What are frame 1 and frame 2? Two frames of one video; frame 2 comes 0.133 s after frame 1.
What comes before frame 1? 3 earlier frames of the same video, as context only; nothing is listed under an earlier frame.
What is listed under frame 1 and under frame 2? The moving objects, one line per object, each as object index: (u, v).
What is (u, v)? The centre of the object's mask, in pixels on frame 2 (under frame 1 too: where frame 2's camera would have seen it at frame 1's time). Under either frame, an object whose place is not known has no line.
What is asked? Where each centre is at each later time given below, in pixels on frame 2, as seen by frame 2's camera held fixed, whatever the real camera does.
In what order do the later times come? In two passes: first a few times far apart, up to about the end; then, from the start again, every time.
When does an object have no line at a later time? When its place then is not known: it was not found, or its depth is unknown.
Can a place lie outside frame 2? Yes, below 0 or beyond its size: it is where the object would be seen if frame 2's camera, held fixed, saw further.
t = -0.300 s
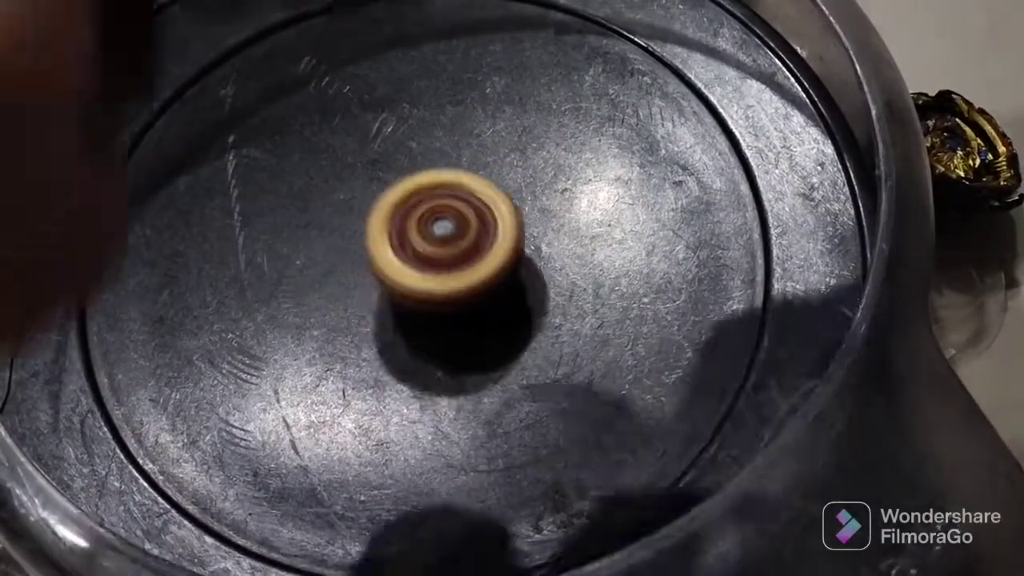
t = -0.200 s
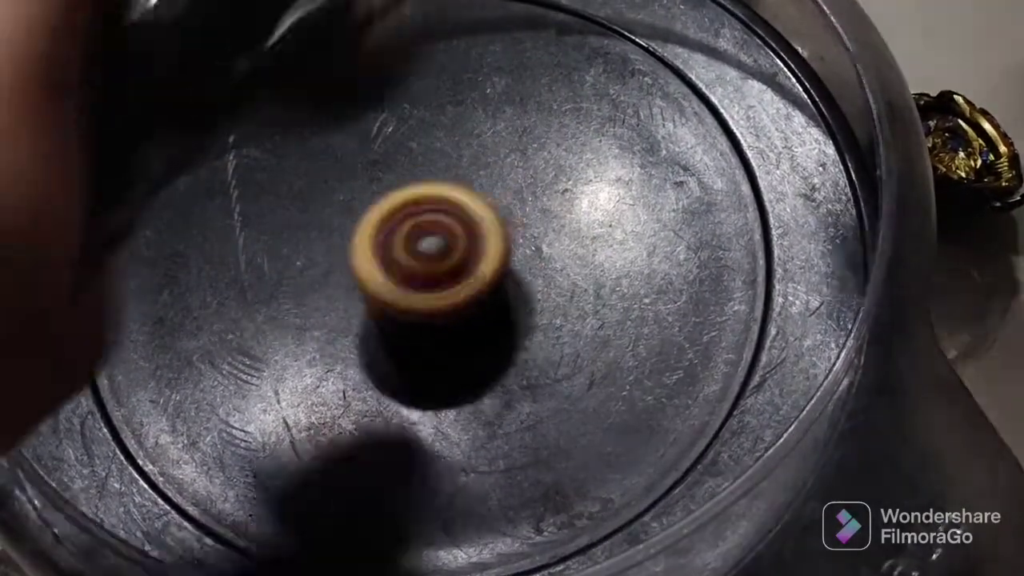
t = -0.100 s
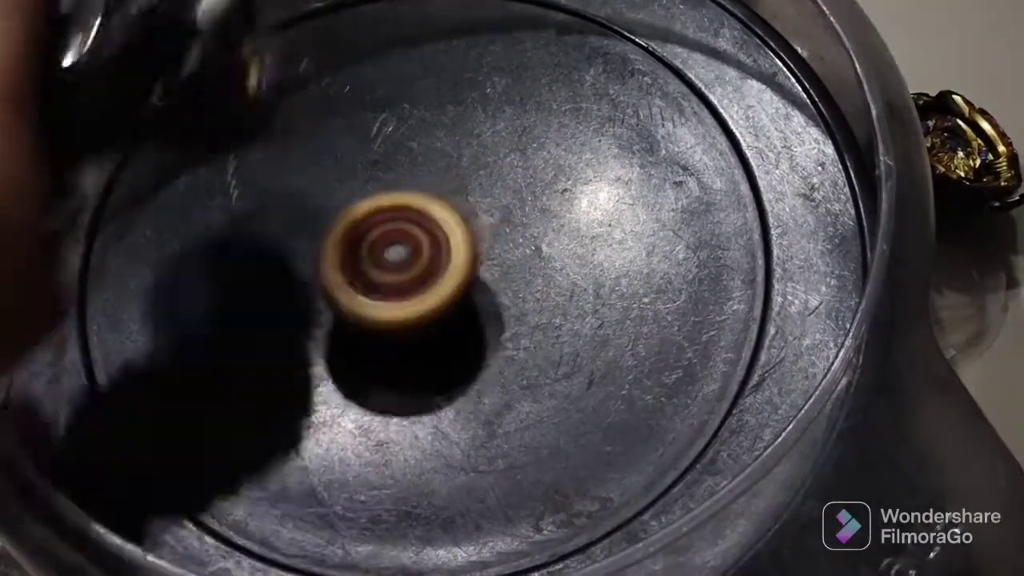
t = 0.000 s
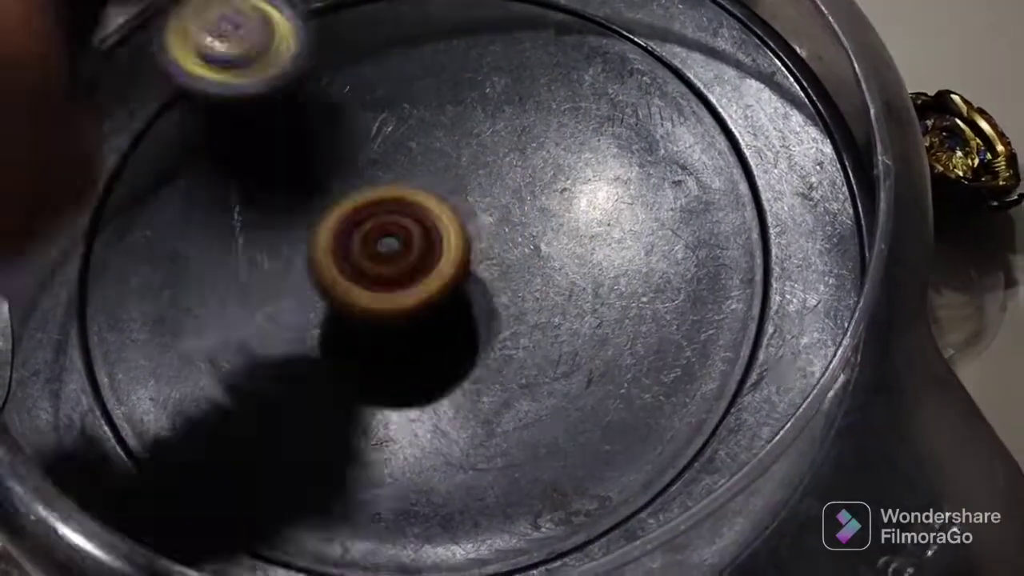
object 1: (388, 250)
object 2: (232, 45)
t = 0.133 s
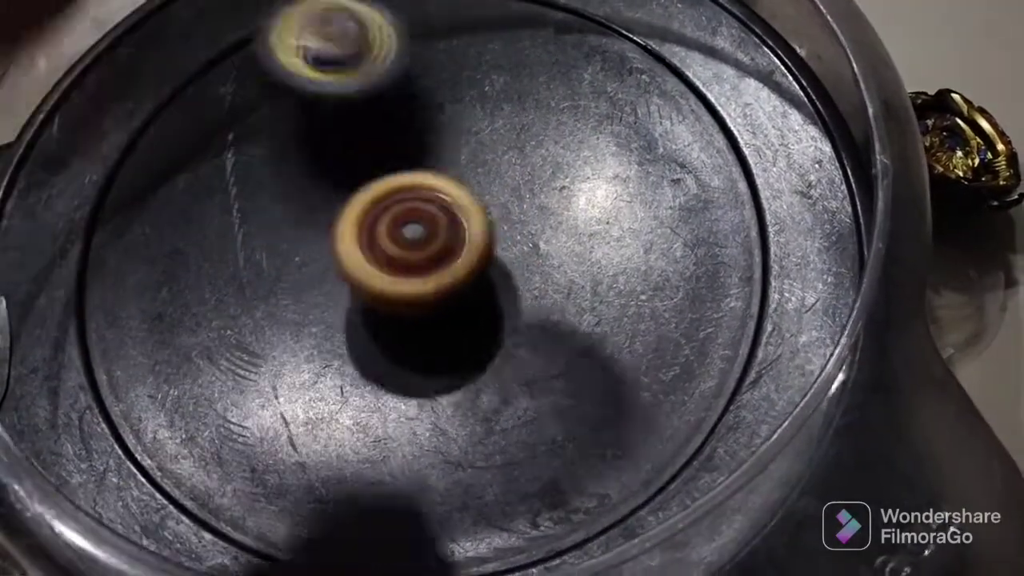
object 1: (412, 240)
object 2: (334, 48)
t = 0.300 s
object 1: (424, 277)
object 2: (466, 105)
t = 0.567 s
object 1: (431, 278)
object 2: (545, 145)
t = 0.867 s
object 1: (393, 302)
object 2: (497, 153)
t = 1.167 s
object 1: (417, 277)
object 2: (451, 95)
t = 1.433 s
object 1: (403, 242)
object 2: (464, 83)
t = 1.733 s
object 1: (372, 267)
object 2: (504, 136)
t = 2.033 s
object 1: (384, 245)
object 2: (573, 145)
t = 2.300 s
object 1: (340, 255)
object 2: (545, 163)
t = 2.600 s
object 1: (385, 273)
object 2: (576, 206)
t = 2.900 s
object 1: (318, 276)
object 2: (603, 177)
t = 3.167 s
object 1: (306, 266)
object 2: (531, 226)
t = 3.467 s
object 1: (337, 250)
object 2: (528, 285)
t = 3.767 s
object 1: (359, 185)
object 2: (502, 307)
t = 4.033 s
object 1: (380, 173)
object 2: (471, 316)
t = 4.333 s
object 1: (444, 164)
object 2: (431, 319)
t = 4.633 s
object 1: (463, 160)
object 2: (396, 300)
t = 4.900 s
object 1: (507, 150)
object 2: (314, 290)
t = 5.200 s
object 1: (489, 188)
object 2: (295, 251)
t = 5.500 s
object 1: (511, 254)
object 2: (272, 207)
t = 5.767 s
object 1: (498, 279)
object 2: (298, 197)
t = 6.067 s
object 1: (445, 302)
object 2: (356, 177)
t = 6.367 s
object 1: (416, 320)
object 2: (408, 131)
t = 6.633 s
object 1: (394, 283)
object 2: (443, 131)
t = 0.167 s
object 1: (418, 242)
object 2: (361, 60)
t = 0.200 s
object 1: (424, 241)
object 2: (388, 79)
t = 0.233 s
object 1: (428, 243)
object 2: (416, 100)
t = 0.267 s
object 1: (427, 260)
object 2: (443, 105)
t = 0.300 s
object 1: (424, 277)
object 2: (466, 105)
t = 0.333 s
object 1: (420, 288)
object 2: (488, 107)
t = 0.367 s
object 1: (415, 292)
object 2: (506, 111)
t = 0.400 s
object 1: (415, 289)
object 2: (520, 116)
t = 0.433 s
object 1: (419, 285)
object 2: (530, 120)
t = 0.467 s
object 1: (425, 280)
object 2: (535, 129)
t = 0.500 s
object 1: (429, 277)
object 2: (537, 135)
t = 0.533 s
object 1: (438, 275)
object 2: (537, 143)
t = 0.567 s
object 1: (431, 278)
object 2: (545, 145)
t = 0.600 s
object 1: (417, 282)
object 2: (554, 142)
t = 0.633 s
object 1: (403, 285)
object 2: (558, 139)
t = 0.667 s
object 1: (392, 287)
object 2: (559, 137)
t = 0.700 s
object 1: (386, 290)
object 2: (557, 138)
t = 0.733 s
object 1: (383, 293)
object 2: (550, 140)
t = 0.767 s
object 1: (382, 298)
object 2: (540, 142)
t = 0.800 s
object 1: (384, 302)
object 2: (525, 146)
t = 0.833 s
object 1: (387, 302)
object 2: (510, 151)
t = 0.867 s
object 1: (393, 302)
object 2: (497, 153)
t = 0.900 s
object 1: (401, 298)
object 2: (482, 156)
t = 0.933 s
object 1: (399, 301)
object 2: (467, 152)
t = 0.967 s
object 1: (393, 306)
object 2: (459, 143)
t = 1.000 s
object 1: (388, 308)
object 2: (453, 133)
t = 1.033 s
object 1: (388, 306)
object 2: (451, 126)
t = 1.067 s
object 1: (392, 299)
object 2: (450, 116)
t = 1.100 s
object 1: (399, 293)
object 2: (449, 109)
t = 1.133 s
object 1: (407, 285)
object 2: (450, 101)
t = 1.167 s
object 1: (417, 277)
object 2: (451, 95)
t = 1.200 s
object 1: (427, 270)
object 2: (454, 90)
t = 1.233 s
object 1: (436, 266)
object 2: (455, 86)
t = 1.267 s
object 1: (440, 264)
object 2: (458, 83)
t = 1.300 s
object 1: (438, 261)
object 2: (460, 79)
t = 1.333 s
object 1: (432, 254)
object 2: (461, 78)
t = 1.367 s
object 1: (422, 248)
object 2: (462, 78)
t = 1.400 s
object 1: (412, 244)
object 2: (464, 80)
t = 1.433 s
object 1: (403, 242)
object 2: (464, 83)
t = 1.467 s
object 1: (396, 243)
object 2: (464, 87)
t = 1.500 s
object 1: (390, 247)
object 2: (465, 92)
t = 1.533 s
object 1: (385, 253)
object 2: (468, 98)
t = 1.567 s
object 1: (381, 259)
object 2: (470, 103)
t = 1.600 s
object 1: (377, 265)
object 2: (475, 109)
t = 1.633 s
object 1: (374, 270)
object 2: (480, 117)
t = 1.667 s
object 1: (371, 272)
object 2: (485, 124)
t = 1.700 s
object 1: (371, 271)
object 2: (494, 129)
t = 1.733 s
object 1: (372, 267)
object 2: (504, 136)
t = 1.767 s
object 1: (375, 261)
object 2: (512, 142)
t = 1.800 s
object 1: (381, 253)
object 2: (522, 147)
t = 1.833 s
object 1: (388, 246)
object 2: (532, 151)
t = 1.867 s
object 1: (394, 239)
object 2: (539, 154)
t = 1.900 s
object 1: (391, 237)
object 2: (553, 153)
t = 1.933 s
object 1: (389, 237)
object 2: (565, 151)
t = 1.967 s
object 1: (387, 239)
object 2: (571, 148)
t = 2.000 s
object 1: (386, 242)
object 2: (573, 146)
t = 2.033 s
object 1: (384, 245)
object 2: (573, 145)
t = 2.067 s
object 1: (383, 249)
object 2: (566, 141)
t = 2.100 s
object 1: (381, 251)
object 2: (560, 143)
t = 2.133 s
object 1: (380, 252)
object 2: (550, 144)
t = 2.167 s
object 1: (379, 253)
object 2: (543, 146)
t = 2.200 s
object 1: (379, 252)
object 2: (533, 151)
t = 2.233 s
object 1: (378, 249)
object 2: (526, 158)
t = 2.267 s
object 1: (361, 249)
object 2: (533, 162)
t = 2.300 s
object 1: (340, 255)
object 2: (545, 163)
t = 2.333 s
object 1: (328, 257)
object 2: (555, 169)
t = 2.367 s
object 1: (323, 259)
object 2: (560, 174)
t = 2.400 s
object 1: (325, 261)
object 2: (562, 180)
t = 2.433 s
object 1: (331, 263)
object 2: (564, 185)
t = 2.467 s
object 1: (344, 265)
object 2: (564, 190)
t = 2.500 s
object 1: (359, 267)
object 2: (563, 196)
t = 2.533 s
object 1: (375, 268)
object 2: (562, 200)
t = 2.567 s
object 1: (391, 270)
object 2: (560, 205)
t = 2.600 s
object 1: (385, 273)
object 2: (576, 206)
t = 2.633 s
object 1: (354, 278)
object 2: (610, 201)
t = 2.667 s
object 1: (329, 281)
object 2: (636, 196)
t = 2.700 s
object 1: (313, 281)
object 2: (654, 192)
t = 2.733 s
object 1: (301, 281)
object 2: (661, 187)
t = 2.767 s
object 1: (296, 280)
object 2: (660, 183)
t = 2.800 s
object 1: (297, 278)
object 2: (652, 181)
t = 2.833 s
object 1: (301, 277)
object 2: (639, 177)
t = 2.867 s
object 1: (309, 276)
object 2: (622, 176)
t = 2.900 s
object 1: (318, 276)
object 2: (603, 177)
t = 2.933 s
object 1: (328, 275)
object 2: (586, 176)
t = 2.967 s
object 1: (337, 274)
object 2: (570, 180)
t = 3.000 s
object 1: (347, 273)
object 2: (555, 185)
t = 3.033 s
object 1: (356, 271)
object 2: (536, 200)
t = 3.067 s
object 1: (358, 270)
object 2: (522, 201)
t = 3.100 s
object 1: (337, 269)
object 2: (527, 205)
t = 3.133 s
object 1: (319, 267)
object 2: (532, 219)
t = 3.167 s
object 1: (306, 266)
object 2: (531, 226)
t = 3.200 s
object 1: (297, 264)
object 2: (532, 232)
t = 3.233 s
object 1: (293, 261)
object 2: (534, 245)
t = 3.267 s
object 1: (293, 260)
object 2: (535, 252)
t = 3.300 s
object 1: (297, 258)
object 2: (534, 259)
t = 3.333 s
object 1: (303, 257)
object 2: (534, 267)
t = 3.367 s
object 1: (311, 256)
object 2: (532, 273)
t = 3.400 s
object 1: (320, 254)
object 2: (531, 278)
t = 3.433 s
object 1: (329, 253)
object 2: (531, 283)
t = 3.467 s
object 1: (337, 250)
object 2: (528, 285)
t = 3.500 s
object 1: (345, 246)
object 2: (526, 287)
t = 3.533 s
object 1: (352, 241)
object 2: (522, 288)
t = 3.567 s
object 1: (357, 234)
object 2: (518, 291)
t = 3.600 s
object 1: (356, 223)
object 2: (519, 294)
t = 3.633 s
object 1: (356, 212)
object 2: (517, 297)
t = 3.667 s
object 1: (356, 203)
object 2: (514, 301)
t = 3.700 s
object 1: (357, 196)
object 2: (511, 302)
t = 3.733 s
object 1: (357, 190)
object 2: (505, 305)
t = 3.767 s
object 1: (359, 185)
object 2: (502, 307)
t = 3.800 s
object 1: (360, 182)
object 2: (498, 308)
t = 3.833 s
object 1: (362, 179)
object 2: (495, 309)
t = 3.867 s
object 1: (364, 177)
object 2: (492, 309)
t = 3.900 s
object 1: (366, 175)
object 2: (488, 308)
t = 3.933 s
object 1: (369, 175)
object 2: (485, 308)
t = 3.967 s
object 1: (372, 174)
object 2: (483, 310)
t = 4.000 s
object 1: (375, 174)
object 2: (478, 312)
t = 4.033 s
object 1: (380, 173)
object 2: (471, 316)
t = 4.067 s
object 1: (386, 171)
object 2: (463, 320)
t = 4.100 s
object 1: (395, 169)
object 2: (456, 323)
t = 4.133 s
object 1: (405, 166)
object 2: (449, 321)
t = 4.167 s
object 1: (415, 164)
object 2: (446, 320)
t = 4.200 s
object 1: (424, 162)
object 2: (443, 318)
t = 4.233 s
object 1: (431, 163)
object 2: (439, 317)
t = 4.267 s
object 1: (437, 162)
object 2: (438, 317)
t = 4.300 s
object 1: (441, 163)
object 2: (436, 318)
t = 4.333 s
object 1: (444, 164)
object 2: (431, 319)
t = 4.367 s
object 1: (446, 163)
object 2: (428, 320)
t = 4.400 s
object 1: (447, 162)
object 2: (426, 317)
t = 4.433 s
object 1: (447, 161)
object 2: (423, 315)
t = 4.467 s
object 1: (448, 160)
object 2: (420, 311)
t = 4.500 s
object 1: (449, 160)
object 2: (417, 309)
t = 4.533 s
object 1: (452, 160)
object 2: (412, 305)
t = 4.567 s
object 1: (455, 160)
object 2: (408, 303)
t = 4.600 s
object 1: (459, 160)
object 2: (402, 301)
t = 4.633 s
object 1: (463, 160)
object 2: (396, 300)
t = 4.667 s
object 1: (467, 160)
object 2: (387, 299)
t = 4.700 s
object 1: (469, 161)
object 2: (379, 297)
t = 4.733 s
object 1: (470, 162)
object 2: (371, 294)
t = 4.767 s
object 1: (470, 165)
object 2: (365, 291)
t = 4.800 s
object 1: (469, 169)
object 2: (360, 288)
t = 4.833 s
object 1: (483, 161)
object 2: (338, 291)
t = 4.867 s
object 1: (497, 154)
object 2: (320, 293)
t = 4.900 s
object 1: (507, 150)
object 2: (314, 290)
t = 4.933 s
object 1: (512, 150)
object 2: (306, 289)
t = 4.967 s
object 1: (513, 151)
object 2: (303, 284)
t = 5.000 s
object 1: (512, 155)
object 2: (300, 279)
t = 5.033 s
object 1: (509, 159)
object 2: (298, 275)
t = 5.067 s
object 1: (506, 164)
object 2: (297, 268)
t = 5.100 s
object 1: (501, 169)
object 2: (296, 264)
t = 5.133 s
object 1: (497, 176)
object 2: (296, 260)
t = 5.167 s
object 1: (492, 182)
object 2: (295, 256)
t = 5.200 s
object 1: (489, 188)
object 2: (295, 251)
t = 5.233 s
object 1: (486, 196)
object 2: (294, 247)
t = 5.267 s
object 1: (483, 203)
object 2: (295, 242)
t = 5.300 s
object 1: (480, 210)
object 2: (296, 239)
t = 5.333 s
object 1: (477, 217)
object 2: (297, 235)
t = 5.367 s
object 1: (474, 224)
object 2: (298, 232)
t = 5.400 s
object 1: (478, 231)
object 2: (294, 226)
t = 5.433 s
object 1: (492, 240)
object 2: (282, 218)
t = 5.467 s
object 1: (504, 248)
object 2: (276, 212)
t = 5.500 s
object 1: (511, 254)
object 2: (272, 207)
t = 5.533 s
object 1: (514, 259)
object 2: (272, 204)
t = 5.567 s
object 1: (516, 263)
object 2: (274, 202)
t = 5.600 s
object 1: (516, 267)
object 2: (277, 199)
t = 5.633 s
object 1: (515, 271)
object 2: (281, 200)
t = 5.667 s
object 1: (512, 273)
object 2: (285, 198)
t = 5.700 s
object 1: (508, 276)
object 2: (289, 198)
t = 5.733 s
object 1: (503, 277)
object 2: (294, 197)
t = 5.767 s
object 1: (498, 279)
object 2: (298, 197)
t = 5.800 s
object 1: (493, 282)
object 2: (303, 196)
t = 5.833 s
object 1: (487, 284)
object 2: (309, 194)
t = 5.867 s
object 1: (482, 288)
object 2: (315, 193)
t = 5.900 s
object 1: (476, 290)
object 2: (320, 192)
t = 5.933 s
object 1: (470, 292)
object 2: (327, 188)
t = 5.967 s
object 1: (463, 296)
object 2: (334, 186)
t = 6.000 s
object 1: (457, 299)
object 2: (341, 182)
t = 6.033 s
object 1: (451, 301)
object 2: (349, 179)
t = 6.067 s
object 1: (445, 302)
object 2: (356, 177)
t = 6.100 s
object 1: (439, 304)
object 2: (362, 174)
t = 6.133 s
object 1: (434, 305)
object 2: (371, 169)
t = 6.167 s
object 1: (432, 312)
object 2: (377, 160)
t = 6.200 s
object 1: (429, 318)
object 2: (381, 151)
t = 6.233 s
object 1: (426, 322)
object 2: (386, 144)
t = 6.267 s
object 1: (423, 324)
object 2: (392, 140)
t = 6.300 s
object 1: (421, 324)
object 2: (397, 137)
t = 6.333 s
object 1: (418, 322)
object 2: (402, 133)
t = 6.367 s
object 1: (416, 320)
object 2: (408, 131)
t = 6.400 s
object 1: (413, 316)
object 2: (413, 131)
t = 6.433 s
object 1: (410, 313)
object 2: (415, 130)
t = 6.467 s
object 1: (407, 308)
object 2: (420, 128)
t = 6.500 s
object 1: (404, 303)
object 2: (424, 129)
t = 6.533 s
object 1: (401, 299)
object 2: (429, 129)
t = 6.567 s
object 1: (399, 294)
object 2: (434, 129)
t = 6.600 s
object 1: (396, 288)
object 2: (438, 130)
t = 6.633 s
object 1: (394, 283)
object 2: (443, 131)
